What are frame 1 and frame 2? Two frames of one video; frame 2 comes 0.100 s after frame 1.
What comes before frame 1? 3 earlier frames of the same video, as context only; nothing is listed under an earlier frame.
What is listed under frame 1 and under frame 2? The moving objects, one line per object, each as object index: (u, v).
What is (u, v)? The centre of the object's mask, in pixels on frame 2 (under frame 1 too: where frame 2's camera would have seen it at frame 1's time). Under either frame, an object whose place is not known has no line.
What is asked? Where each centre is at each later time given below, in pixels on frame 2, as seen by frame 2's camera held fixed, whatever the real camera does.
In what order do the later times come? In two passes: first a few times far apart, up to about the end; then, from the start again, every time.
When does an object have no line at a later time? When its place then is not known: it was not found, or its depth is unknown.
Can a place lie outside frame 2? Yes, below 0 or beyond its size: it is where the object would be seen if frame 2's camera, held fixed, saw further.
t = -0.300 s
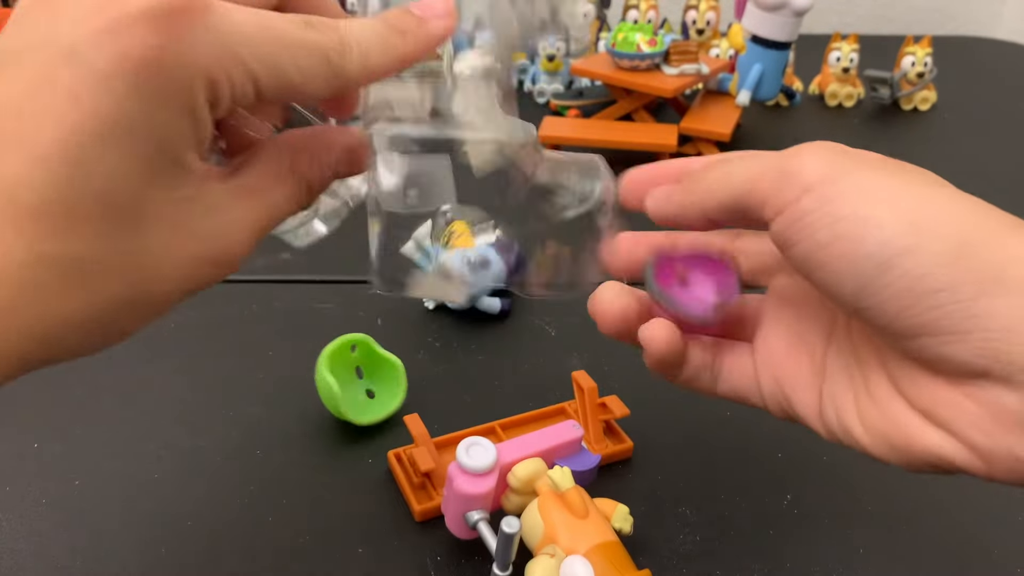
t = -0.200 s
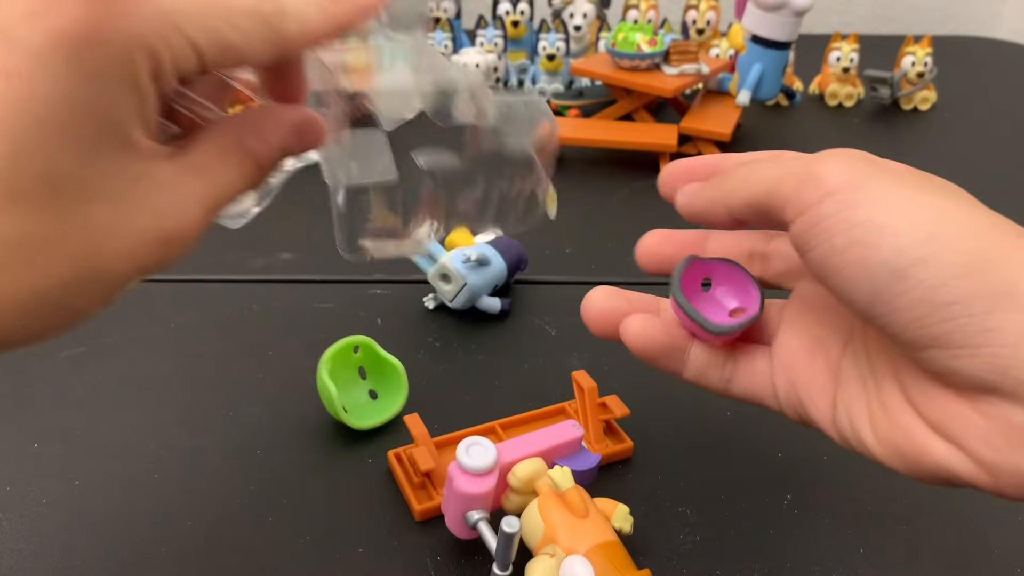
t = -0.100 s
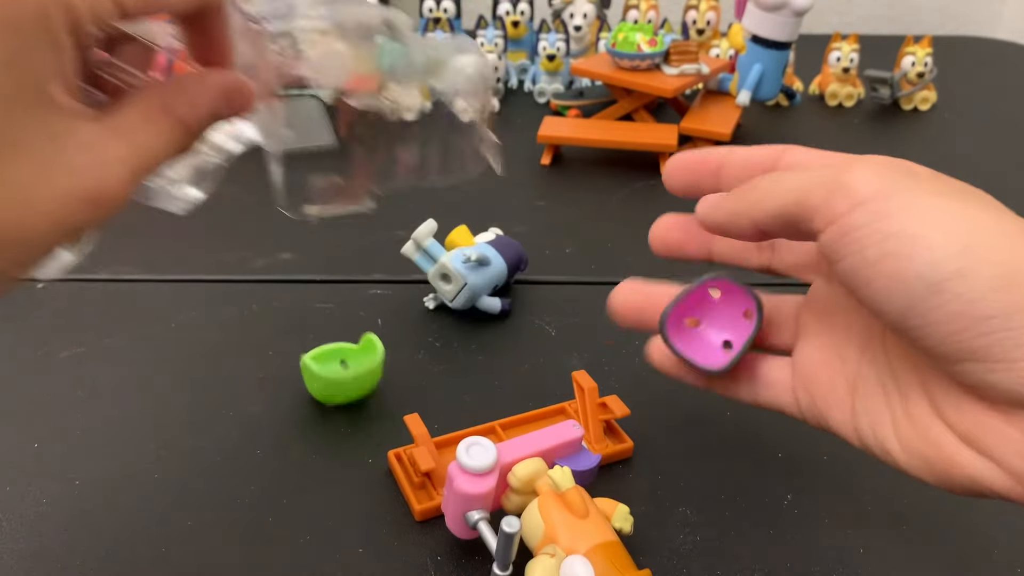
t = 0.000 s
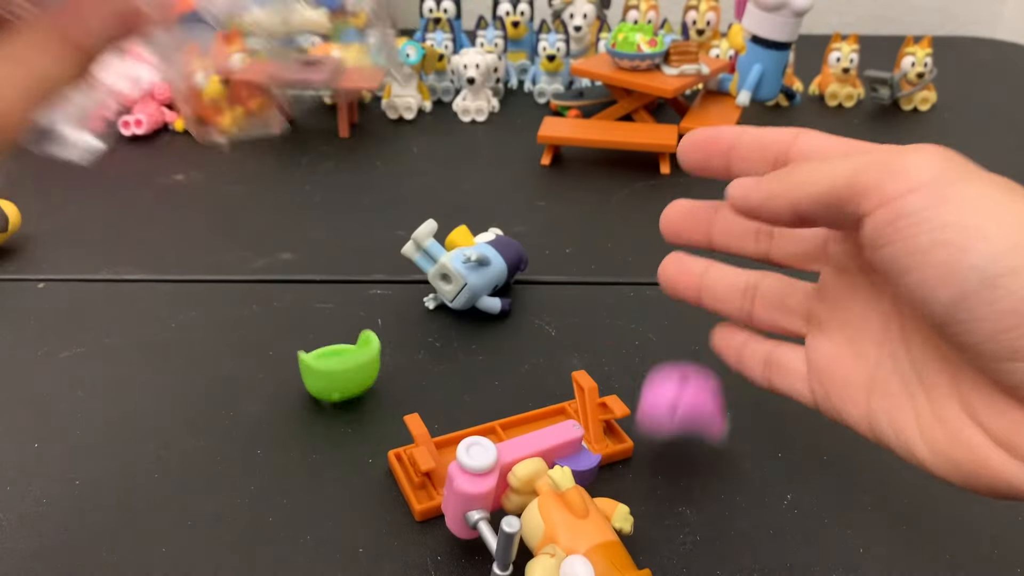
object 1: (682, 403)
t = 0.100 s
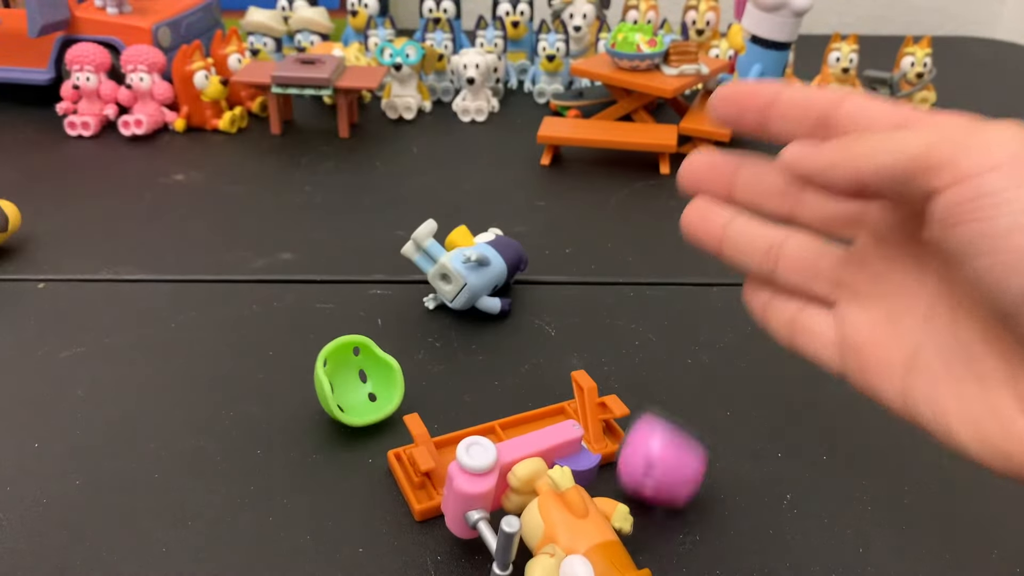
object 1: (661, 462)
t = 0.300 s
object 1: (716, 518)
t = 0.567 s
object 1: (717, 497)
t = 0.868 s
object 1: (728, 524)
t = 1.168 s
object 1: (697, 512)
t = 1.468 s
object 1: (722, 511)
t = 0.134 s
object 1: (664, 500)
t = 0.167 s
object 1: (684, 507)
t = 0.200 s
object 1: (697, 520)
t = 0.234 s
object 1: (704, 526)
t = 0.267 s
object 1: (709, 524)
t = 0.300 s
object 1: (716, 518)
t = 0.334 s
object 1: (728, 512)
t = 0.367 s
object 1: (739, 510)
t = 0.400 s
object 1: (748, 510)
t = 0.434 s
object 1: (747, 511)
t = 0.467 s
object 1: (737, 508)
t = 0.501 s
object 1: (729, 502)
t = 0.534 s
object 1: (723, 497)
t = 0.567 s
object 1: (717, 497)
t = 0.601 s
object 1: (712, 499)
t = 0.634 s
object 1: (708, 503)
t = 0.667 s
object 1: (705, 509)
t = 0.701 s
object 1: (699, 514)
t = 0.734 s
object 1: (695, 514)
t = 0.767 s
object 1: (698, 515)
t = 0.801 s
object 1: (709, 518)
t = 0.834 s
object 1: (721, 522)
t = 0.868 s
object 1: (728, 524)
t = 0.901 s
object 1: (731, 524)
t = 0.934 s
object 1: (730, 519)
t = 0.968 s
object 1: (725, 513)
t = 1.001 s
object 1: (723, 509)
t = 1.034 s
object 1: (722, 506)
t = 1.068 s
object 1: (717, 506)
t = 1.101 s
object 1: (709, 506)
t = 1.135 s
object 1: (701, 509)
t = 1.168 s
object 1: (697, 512)
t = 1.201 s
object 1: (698, 516)
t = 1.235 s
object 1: (704, 518)
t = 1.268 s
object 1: (714, 521)
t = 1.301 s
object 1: (725, 524)
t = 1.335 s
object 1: (732, 525)
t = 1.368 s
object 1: (730, 525)
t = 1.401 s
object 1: (726, 521)
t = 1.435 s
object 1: (724, 515)
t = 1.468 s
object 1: (722, 511)
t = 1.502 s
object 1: (718, 510)
